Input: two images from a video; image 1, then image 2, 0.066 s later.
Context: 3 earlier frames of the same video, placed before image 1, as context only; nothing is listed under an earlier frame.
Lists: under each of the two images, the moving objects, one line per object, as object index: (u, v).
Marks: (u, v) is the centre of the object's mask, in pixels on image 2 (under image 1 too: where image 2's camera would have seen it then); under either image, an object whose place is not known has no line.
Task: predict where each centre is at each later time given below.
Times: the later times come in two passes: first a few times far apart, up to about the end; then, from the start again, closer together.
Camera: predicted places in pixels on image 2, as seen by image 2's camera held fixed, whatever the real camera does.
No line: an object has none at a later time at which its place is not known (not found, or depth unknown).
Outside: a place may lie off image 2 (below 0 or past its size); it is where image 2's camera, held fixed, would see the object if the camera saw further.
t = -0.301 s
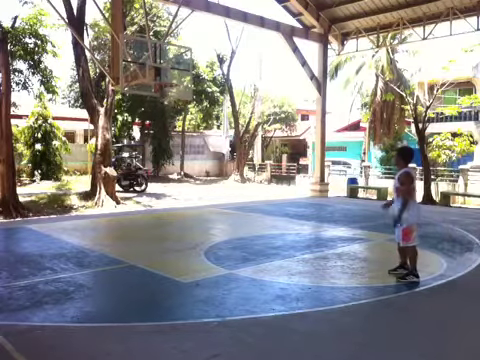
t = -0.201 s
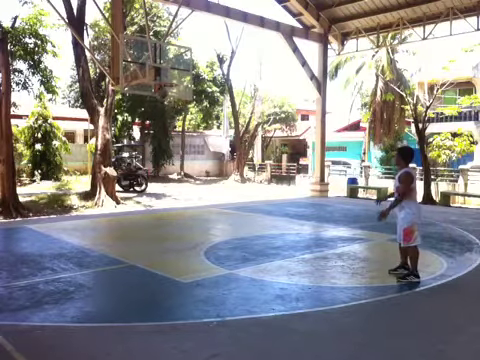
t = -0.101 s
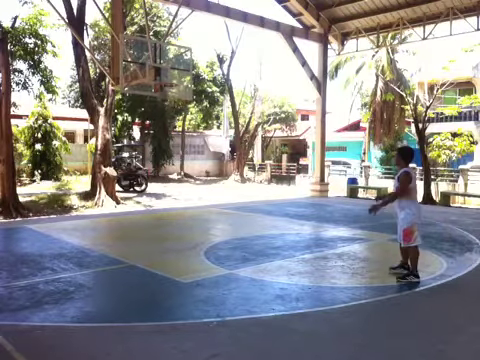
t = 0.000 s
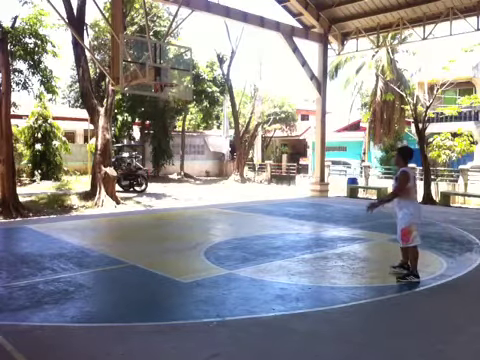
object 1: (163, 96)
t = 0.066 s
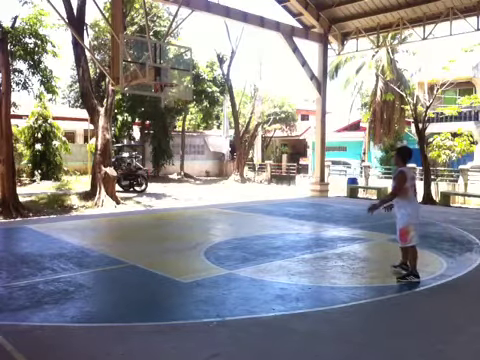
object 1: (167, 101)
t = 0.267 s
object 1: (174, 143)
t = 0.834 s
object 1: (187, 160)
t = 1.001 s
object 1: (189, 141)
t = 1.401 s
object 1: (197, 147)
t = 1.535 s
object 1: (200, 167)
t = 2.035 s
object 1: (210, 177)
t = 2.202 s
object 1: (214, 163)
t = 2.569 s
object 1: (223, 178)
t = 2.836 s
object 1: (228, 222)
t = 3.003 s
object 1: (232, 195)
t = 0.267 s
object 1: (174, 143)
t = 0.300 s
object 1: (175, 150)
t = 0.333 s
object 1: (175, 158)
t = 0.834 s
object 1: (187, 160)
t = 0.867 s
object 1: (188, 155)
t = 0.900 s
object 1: (188, 151)
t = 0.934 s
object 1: (189, 147)
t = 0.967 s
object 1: (189, 144)
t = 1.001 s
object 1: (189, 141)
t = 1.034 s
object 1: (190, 138)
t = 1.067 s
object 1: (191, 137)
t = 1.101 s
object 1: (192, 135)
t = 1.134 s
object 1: (192, 135)
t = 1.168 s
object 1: (192, 135)
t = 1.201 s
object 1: (193, 135)
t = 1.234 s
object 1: (194, 135)
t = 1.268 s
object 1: (195, 136)
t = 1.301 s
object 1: (195, 138)
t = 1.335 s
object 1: (196, 141)
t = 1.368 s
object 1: (196, 144)
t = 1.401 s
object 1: (197, 147)
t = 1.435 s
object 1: (198, 151)
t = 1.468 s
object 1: (198, 156)
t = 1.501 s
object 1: (199, 161)
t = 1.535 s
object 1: (200, 167)
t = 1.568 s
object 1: (201, 172)
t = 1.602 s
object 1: (202, 178)
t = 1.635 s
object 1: (202, 186)
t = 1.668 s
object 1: (202, 194)
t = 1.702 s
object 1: (203, 203)
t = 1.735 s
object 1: (203, 211)
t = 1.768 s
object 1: (204, 221)
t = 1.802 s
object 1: (204, 219)
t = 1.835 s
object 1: (205, 211)
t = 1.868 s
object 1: (206, 205)
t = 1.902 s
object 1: (207, 198)
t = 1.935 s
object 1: (208, 192)
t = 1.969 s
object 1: (209, 186)
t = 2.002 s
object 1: (209, 180)
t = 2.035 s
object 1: (210, 177)
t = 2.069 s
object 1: (211, 173)
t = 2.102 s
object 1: (211, 170)
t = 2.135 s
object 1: (212, 168)
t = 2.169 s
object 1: (214, 165)
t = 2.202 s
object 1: (214, 163)
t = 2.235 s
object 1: (215, 163)
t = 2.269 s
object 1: (216, 162)
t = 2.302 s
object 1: (216, 162)
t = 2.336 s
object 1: (217, 161)
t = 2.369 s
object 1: (218, 162)
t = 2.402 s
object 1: (219, 164)
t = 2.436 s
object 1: (220, 165)
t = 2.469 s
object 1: (220, 168)
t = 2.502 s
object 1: (221, 171)
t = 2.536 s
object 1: (223, 173)
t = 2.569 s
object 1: (223, 178)
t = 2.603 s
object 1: (223, 183)
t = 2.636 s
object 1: (224, 189)
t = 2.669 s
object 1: (225, 195)
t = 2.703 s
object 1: (225, 202)
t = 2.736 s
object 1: (226, 209)
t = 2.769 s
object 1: (227, 216)
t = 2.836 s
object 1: (228, 222)
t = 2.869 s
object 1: (229, 216)
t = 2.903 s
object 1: (229, 210)
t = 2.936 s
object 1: (230, 205)
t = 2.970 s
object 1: (231, 200)
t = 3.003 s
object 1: (232, 195)
